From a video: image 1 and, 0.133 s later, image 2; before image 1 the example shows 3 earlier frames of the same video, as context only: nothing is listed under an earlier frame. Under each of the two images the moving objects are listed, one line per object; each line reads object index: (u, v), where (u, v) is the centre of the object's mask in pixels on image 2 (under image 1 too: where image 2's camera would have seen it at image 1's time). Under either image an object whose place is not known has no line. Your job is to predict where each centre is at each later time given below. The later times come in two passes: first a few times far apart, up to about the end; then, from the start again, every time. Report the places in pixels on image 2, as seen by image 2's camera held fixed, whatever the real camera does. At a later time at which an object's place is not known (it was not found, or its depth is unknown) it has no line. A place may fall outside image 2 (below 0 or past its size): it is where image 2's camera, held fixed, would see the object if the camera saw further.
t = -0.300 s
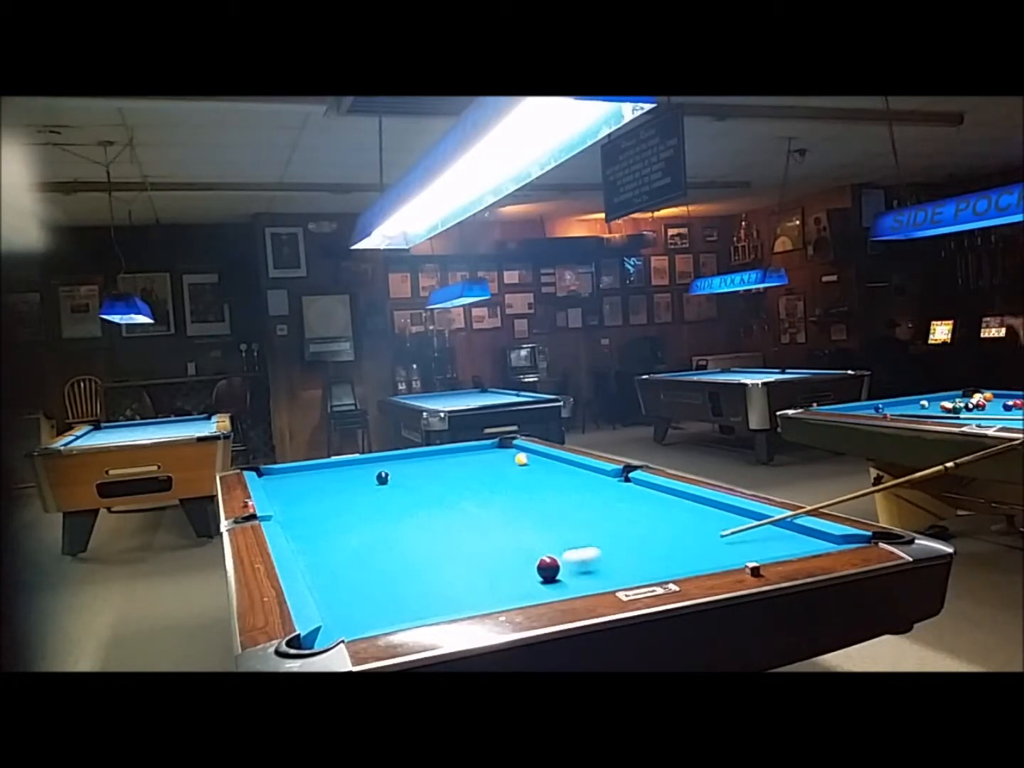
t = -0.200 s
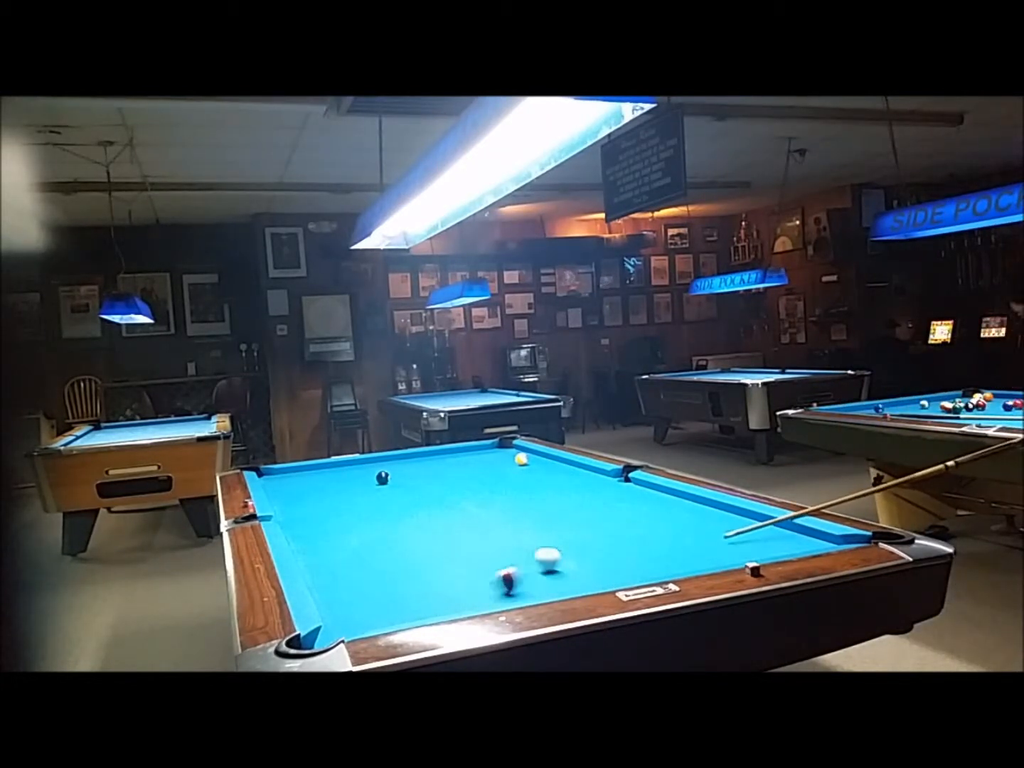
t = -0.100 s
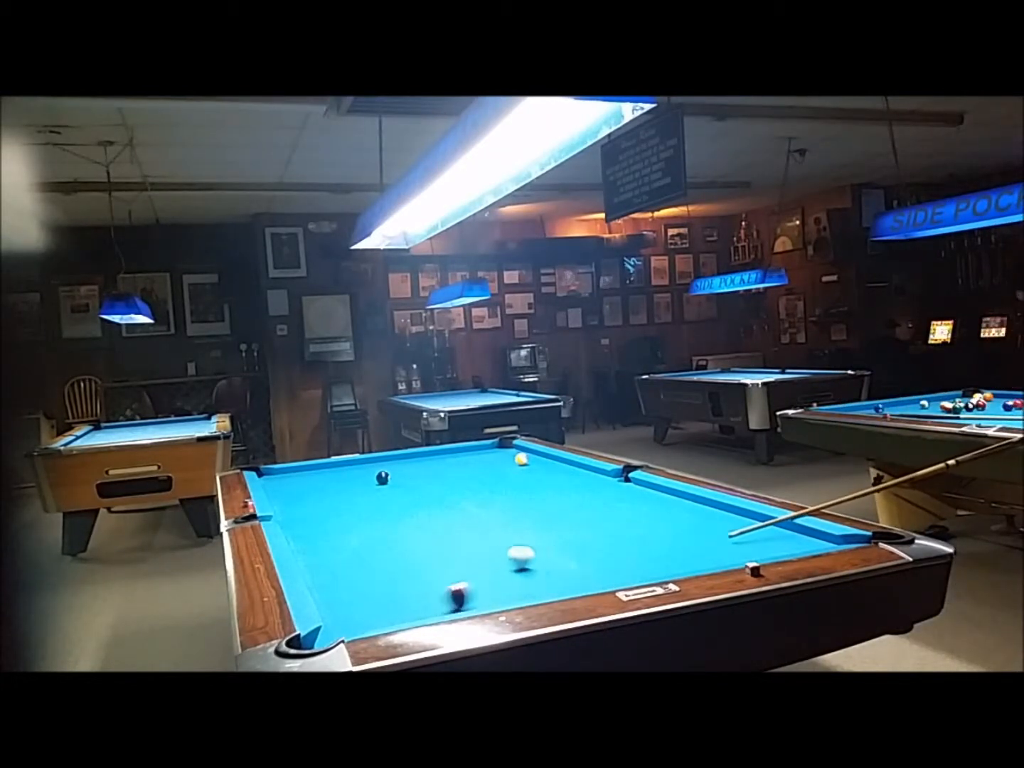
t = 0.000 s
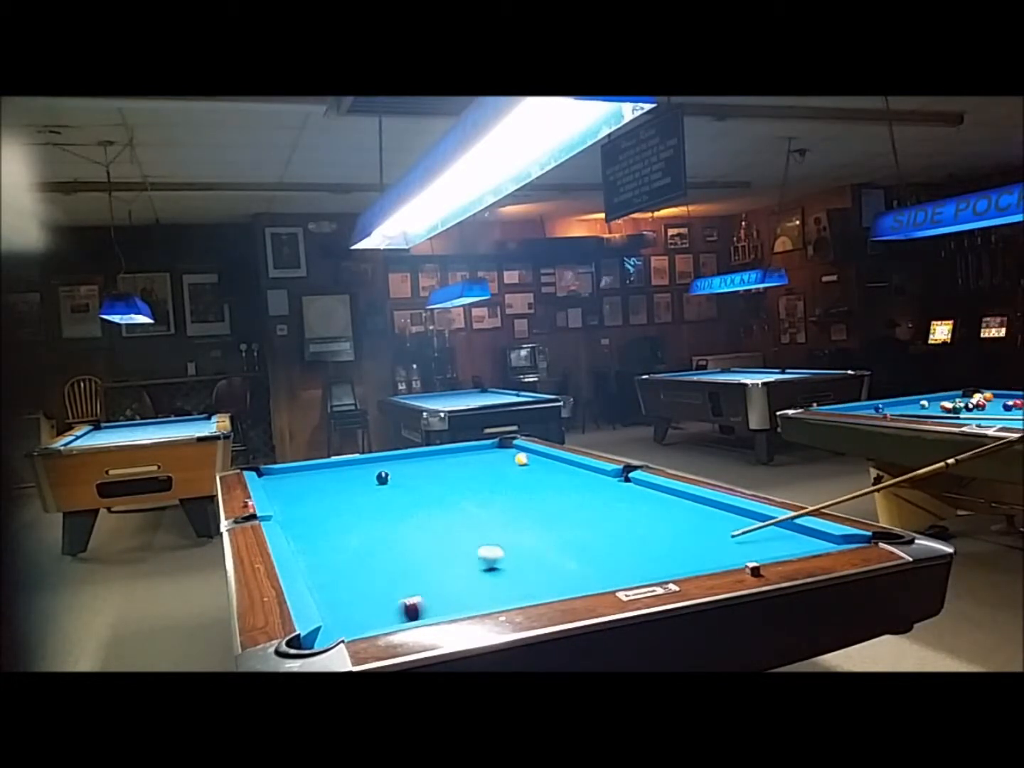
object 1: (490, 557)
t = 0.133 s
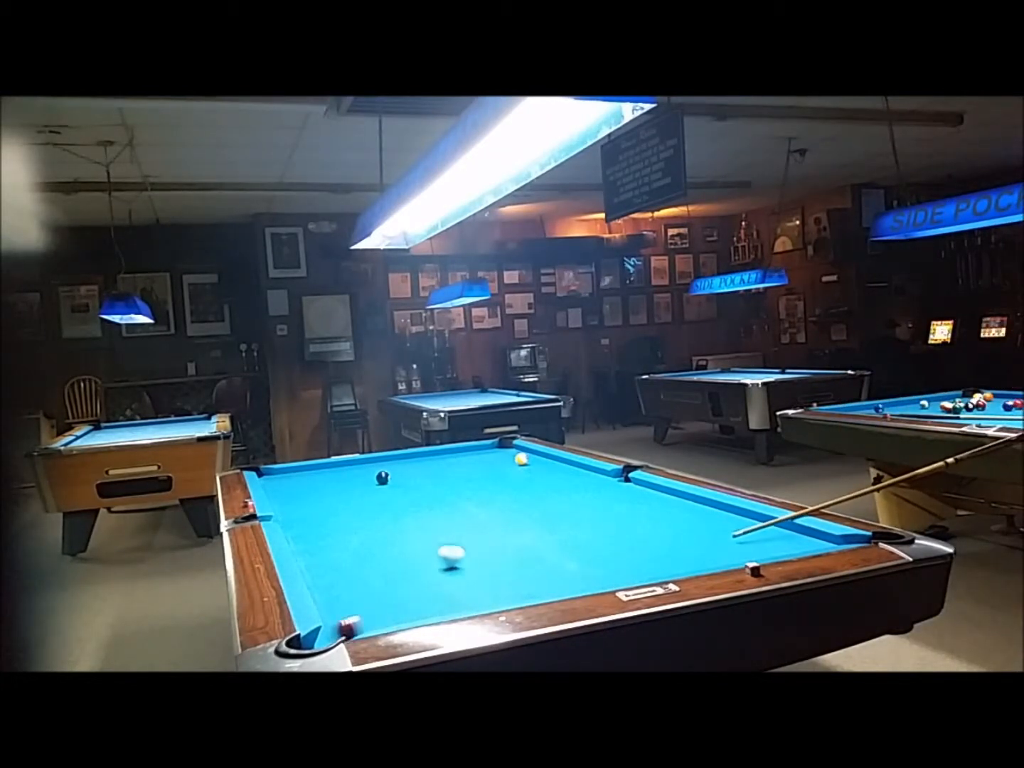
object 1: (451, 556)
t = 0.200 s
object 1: (432, 556)
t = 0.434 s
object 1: (368, 555)
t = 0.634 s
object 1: (317, 555)
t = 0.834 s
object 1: (318, 549)
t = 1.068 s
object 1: (342, 540)
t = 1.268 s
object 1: (361, 532)
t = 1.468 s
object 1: (377, 526)
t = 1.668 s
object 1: (392, 520)
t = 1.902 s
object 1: (408, 514)
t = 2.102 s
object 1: (421, 510)
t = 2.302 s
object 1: (432, 505)
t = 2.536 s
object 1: (444, 501)
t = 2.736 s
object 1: (454, 497)
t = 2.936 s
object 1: (462, 494)
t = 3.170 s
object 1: (471, 491)
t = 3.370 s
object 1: (478, 488)
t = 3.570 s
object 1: (485, 486)
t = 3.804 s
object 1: (492, 484)
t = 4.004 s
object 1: (498, 482)
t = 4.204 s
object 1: (502, 480)
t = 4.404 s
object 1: (506, 479)
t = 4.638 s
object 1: (510, 477)
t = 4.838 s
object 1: (514, 477)
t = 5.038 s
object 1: (517, 476)
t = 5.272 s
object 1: (519, 475)
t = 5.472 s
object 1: (521, 474)
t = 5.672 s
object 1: (523, 473)
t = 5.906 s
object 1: (524, 473)
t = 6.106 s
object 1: (525, 472)
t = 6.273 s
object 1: (526, 472)
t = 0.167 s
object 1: (442, 556)
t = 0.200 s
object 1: (432, 556)
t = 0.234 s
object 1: (423, 556)
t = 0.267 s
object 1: (413, 556)
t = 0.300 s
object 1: (404, 556)
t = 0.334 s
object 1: (395, 556)
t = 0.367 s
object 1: (386, 555)
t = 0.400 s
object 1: (377, 555)
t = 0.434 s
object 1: (368, 555)
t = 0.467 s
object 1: (360, 556)
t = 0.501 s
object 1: (351, 556)
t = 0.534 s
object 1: (343, 555)
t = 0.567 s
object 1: (334, 555)
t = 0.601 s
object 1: (326, 555)
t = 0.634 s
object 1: (317, 555)
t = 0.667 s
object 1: (309, 555)
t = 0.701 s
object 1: (303, 555)
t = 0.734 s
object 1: (307, 553)
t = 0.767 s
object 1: (310, 552)
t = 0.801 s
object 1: (314, 550)
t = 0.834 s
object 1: (318, 549)
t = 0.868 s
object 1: (322, 548)
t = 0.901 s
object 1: (325, 546)
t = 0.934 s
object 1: (329, 545)
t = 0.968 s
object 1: (332, 543)
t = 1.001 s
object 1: (336, 542)
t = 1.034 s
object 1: (339, 541)
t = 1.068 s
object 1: (342, 540)
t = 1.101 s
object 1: (345, 538)
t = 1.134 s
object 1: (348, 537)
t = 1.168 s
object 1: (352, 536)
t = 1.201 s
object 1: (355, 535)
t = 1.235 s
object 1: (358, 533)
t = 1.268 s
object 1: (361, 532)
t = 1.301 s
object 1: (364, 531)
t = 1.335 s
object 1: (366, 530)
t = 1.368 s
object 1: (369, 529)
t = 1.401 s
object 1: (372, 528)
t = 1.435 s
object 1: (375, 527)
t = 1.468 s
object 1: (377, 526)
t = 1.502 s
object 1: (380, 525)
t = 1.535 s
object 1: (383, 524)
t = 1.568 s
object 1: (385, 523)
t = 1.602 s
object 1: (388, 522)
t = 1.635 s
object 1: (390, 521)
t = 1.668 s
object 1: (392, 520)
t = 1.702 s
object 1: (395, 519)
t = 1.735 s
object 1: (397, 518)
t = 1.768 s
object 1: (400, 518)
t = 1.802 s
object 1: (402, 517)
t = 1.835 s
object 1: (404, 516)
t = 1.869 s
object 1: (406, 515)
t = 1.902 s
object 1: (408, 514)
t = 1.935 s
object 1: (411, 513)
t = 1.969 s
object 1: (413, 513)
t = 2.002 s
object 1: (415, 512)
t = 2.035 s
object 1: (417, 511)
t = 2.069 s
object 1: (419, 510)
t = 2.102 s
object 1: (421, 510)
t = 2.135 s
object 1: (423, 509)
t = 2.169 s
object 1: (425, 508)
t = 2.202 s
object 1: (427, 508)
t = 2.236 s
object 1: (429, 507)
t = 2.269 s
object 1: (431, 506)
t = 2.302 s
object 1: (432, 505)
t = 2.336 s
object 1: (434, 505)
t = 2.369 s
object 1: (436, 504)
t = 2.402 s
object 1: (437, 503)
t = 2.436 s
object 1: (439, 503)
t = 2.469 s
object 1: (441, 502)
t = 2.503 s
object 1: (443, 501)
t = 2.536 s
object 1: (444, 501)
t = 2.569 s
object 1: (446, 500)
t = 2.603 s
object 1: (447, 500)
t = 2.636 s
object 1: (449, 499)
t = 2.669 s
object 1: (451, 498)
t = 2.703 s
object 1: (452, 498)
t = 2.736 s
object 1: (454, 497)
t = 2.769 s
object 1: (455, 497)
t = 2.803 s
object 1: (456, 496)
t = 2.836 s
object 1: (458, 496)
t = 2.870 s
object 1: (459, 495)
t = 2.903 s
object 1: (461, 495)
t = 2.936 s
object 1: (462, 494)
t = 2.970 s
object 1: (464, 494)
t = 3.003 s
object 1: (465, 493)
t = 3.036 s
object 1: (466, 493)
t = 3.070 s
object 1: (468, 492)
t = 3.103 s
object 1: (469, 492)
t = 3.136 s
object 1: (470, 491)
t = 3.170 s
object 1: (471, 491)
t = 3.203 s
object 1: (473, 491)
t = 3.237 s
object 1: (474, 490)
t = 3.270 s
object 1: (476, 490)
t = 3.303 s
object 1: (477, 489)
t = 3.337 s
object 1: (478, 489)
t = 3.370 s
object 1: (478, 488)
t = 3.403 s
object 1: (480, 488)
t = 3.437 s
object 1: (481, 488)
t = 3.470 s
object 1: (482, 487)
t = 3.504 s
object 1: (483, 487)
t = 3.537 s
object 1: (484, 487)
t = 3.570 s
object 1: (485, 486)
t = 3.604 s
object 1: (486, 486)
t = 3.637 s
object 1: (487, 486)
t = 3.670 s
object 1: (488, 485)
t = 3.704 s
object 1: (489, 485)
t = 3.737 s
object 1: (491, 485)
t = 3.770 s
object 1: (491, 484)
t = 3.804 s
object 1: (492, 484)
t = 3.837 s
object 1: (493, 484)
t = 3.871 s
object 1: (494, 483)
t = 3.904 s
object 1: (495, 483)
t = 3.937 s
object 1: (496, 483)
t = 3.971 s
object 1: (497, 482)
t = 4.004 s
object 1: (498, 482)
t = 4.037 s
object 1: (499, 482)
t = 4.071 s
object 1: (499, 482)
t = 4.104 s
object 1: (500, 481)
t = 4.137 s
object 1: (501, 481)
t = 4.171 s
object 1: (501, 481)
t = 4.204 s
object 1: (502, 480)
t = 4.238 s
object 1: (503, 480)
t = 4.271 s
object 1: (504, 480)
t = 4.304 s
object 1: (504, 480)
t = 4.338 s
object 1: (505, 479)
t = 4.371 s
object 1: (506, 479)
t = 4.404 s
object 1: (506, 479)
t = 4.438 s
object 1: (507, 479)
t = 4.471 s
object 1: (508, 479)
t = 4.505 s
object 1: (508, 478)
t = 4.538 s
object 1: (509, 478)
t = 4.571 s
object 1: (509, 478)
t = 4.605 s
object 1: (510, 478)
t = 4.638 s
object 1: (510, 477)
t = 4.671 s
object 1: (511, 477)
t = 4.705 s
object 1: (512, 477)
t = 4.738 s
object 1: (513, 477)
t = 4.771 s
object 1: (513, 477)
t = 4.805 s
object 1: (514, 477)
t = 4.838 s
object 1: (514, 477)
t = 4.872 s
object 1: (514, 476)
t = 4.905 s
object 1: (515, 476)
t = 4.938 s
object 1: (515, 476)
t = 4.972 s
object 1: (516, 476)
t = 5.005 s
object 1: (517, 476)
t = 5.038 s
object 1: (517, 476)
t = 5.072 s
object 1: (517, 476)
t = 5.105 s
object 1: (518, 475)
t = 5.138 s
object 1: (518, 475)
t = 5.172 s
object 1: (518, 475)
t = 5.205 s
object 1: (519, 475)
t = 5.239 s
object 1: (519, 475)
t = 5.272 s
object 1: (519, 475)
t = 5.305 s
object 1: (520, 475)
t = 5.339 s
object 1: (520, 475)
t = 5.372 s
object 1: (520, 474)
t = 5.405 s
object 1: (520, 474)
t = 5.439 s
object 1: (521, 474)
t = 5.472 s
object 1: (521, 474)
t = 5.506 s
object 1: (522, 474)
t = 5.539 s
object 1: (522, 474)
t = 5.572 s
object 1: (522, 474)
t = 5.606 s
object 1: (522, 473)
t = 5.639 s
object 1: (523, 473)
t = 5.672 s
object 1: (523, 473)
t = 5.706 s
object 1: (523, 473)
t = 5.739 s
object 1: (523, 473)
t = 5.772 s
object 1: (524, 473)
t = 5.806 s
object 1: (524, 473)
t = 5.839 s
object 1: (524, 473)
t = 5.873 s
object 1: (524, 473)
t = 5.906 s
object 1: (524, 473)
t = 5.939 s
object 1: (524, 473)
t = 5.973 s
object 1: (524, 473)
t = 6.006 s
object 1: (525, 472)
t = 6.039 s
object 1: (525, 472)
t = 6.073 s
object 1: (525, 472)
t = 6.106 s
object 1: (525, 472)
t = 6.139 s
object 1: (525, 472)
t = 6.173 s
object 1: (526, 472)
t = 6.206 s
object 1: (526, 472)
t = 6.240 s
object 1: (526, 472)
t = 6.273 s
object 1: (526, 472)
